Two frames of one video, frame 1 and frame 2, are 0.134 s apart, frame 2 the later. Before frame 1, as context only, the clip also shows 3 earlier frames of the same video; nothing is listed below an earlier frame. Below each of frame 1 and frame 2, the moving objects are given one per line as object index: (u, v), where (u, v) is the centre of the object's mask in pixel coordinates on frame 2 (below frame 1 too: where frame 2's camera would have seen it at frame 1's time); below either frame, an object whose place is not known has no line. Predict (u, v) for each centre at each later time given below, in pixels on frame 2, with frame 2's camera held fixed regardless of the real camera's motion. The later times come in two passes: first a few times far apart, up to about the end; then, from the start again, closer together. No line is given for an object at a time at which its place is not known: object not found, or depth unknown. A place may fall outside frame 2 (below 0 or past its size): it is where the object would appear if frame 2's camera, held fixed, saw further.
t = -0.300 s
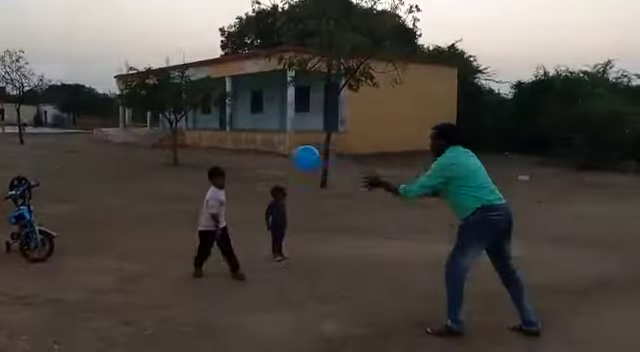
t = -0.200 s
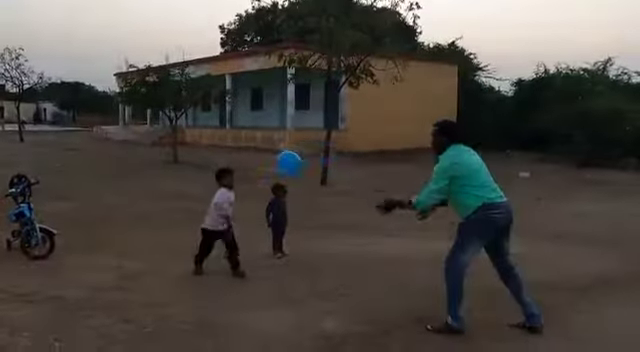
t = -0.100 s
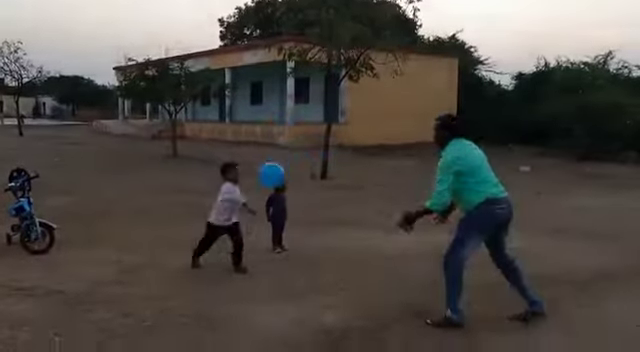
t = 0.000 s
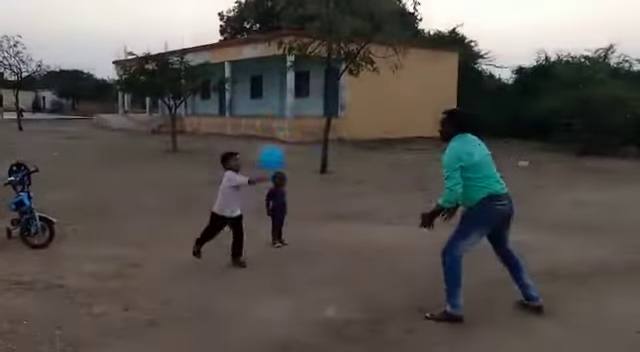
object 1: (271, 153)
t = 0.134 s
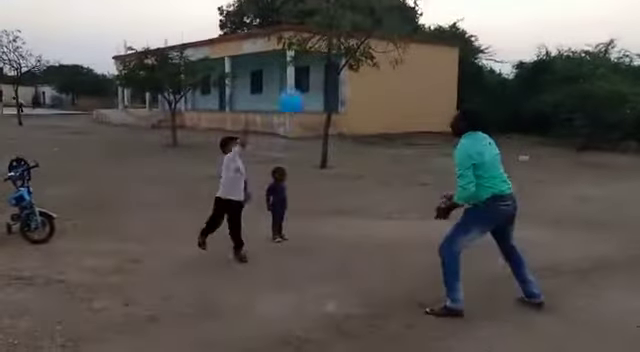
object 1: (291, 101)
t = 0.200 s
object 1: (300, 86)
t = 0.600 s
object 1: (351, 70)
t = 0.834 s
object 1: (376, 119)
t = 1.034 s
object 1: (392, 180)
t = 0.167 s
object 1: (294, 93)
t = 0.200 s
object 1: (300, 86)
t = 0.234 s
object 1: (304, 80)
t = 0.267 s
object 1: (307, 72)
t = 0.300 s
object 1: (312, 68)
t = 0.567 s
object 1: (347, 66)
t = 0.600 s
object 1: (351, 70)
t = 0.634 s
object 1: (354, 75)
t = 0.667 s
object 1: (358, 82)
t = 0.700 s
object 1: (362, 88)
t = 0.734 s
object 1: (364, 95)
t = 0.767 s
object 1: (367, 103)
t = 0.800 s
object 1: (371, 111)
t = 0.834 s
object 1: (376, 119)
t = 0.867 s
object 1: (378, 128)
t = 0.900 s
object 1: (381, 137)
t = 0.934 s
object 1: (383, 146)
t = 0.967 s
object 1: (387, 158)
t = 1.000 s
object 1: (390, 171)
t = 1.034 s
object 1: (392, 180)
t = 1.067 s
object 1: (393, 191)
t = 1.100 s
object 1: (396, 207)
